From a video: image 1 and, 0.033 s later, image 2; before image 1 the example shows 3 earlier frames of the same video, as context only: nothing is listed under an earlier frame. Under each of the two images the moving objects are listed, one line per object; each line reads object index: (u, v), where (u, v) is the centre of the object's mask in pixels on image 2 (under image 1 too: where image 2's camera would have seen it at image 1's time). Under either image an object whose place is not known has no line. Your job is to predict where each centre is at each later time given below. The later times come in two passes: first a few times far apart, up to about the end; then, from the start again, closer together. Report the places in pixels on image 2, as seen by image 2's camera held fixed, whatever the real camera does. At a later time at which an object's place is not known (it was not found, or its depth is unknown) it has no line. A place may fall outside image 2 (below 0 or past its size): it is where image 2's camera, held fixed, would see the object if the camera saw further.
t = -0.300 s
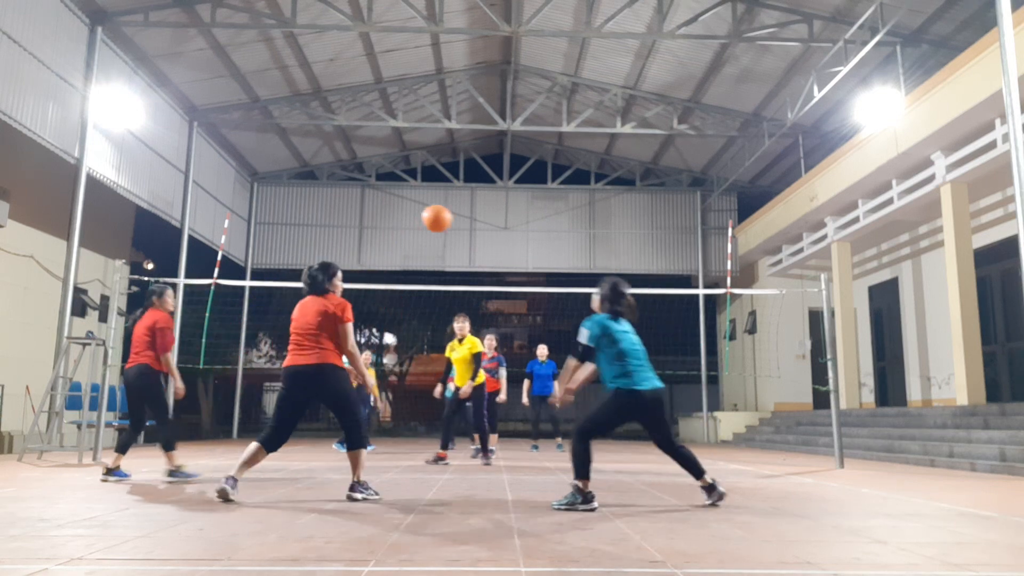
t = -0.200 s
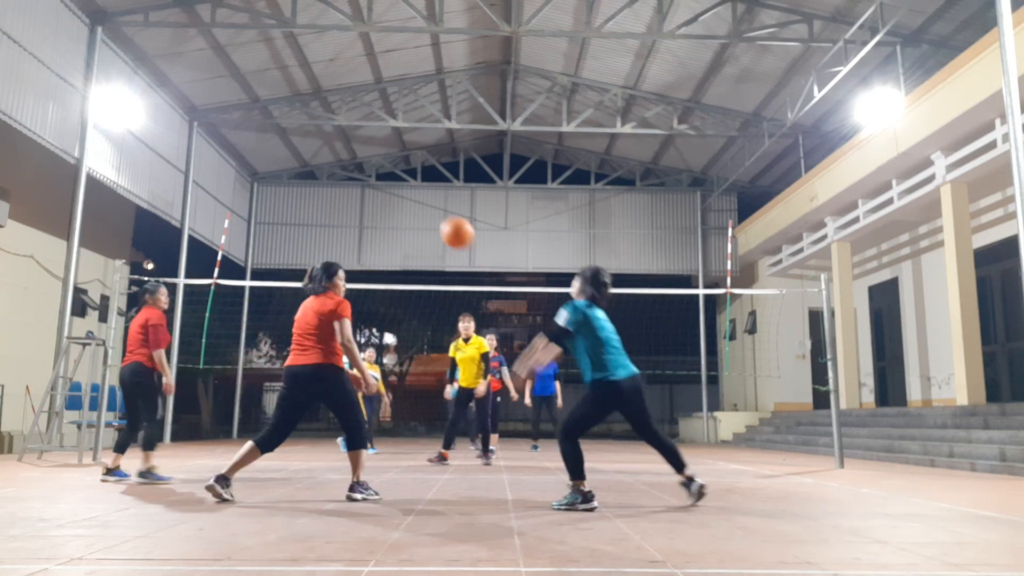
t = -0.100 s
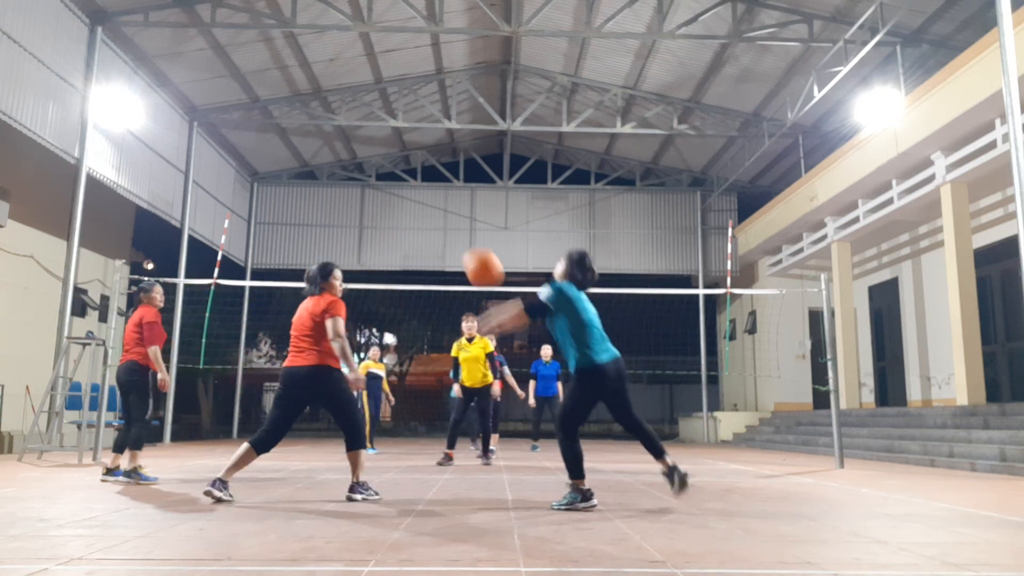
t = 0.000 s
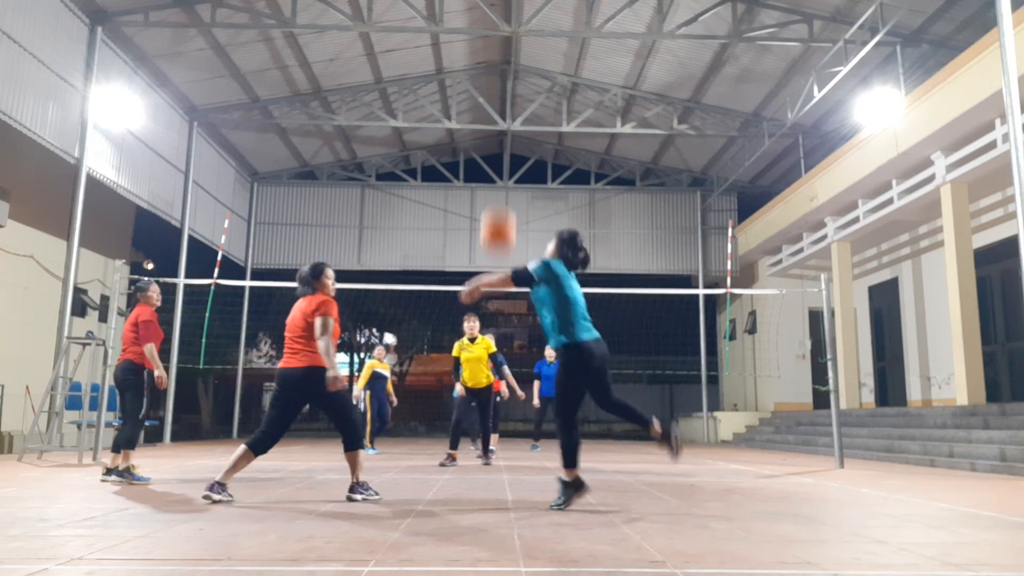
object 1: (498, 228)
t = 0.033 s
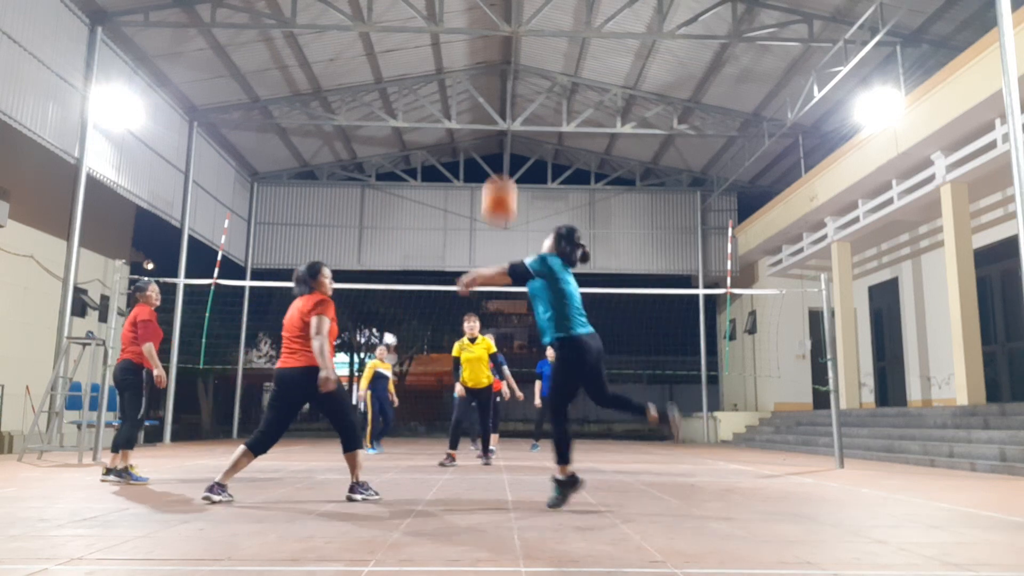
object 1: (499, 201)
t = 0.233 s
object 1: (505, 73)
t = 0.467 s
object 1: (507, 12)
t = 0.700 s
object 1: (510, 17)
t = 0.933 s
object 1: (510, 75)
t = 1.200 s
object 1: (508, 195)
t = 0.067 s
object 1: (500, 173)
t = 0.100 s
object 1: (501, 151)
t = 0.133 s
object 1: (502, 127)
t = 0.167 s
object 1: (503, 105)
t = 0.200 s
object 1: (504, 89)
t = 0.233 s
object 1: (505, 73)
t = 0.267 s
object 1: (505, 58)
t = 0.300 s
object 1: (506, 47)
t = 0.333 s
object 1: (506, 37)
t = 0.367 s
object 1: (507, 28)
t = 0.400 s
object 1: (507, 21)
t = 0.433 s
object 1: (507, 15)
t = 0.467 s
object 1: (507, 12)
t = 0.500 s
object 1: (508, 11)
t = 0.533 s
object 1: (508, 10)
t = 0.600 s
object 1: (509, 10)
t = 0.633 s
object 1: (510, 11)
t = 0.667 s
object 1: (510, 13)
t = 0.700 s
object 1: (510, 17)
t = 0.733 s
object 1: (510, 22)
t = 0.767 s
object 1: (510, 29)
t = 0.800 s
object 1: (510, 36)
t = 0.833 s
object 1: (510, 44)
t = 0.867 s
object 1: (510, 54)
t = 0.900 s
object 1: (510, 64)
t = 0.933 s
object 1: (510, 75)
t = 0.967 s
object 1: (510, 87)
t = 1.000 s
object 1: (510, 100)
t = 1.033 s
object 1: (510, 114)
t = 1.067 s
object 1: (510, 130)
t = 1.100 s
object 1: (510, 145)
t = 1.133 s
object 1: (509, 162)
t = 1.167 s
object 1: (509, 178)
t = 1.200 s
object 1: (508, 195)
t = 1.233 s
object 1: (508, 214)
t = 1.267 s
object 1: (508, 232)
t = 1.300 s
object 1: (507, 252)
